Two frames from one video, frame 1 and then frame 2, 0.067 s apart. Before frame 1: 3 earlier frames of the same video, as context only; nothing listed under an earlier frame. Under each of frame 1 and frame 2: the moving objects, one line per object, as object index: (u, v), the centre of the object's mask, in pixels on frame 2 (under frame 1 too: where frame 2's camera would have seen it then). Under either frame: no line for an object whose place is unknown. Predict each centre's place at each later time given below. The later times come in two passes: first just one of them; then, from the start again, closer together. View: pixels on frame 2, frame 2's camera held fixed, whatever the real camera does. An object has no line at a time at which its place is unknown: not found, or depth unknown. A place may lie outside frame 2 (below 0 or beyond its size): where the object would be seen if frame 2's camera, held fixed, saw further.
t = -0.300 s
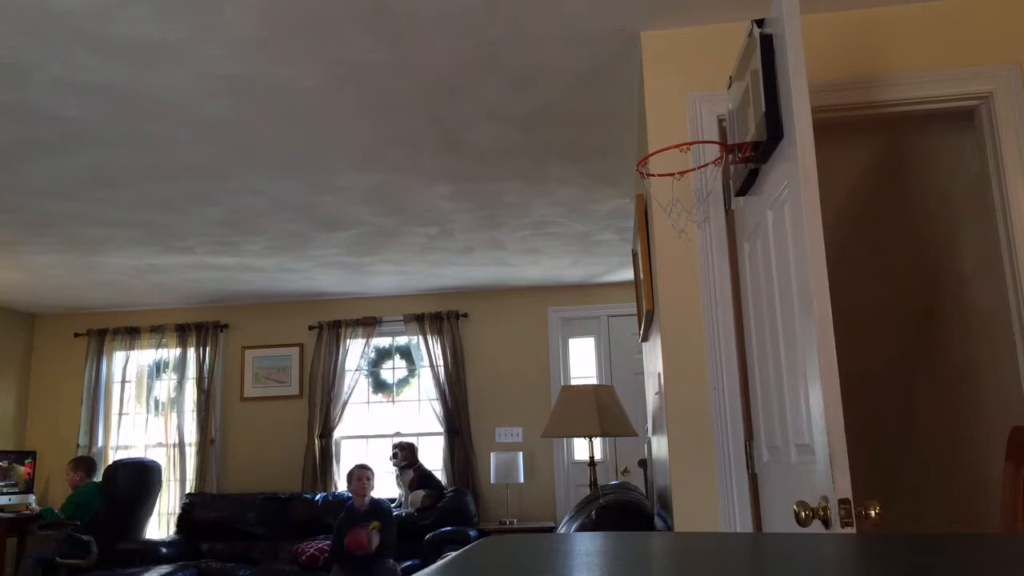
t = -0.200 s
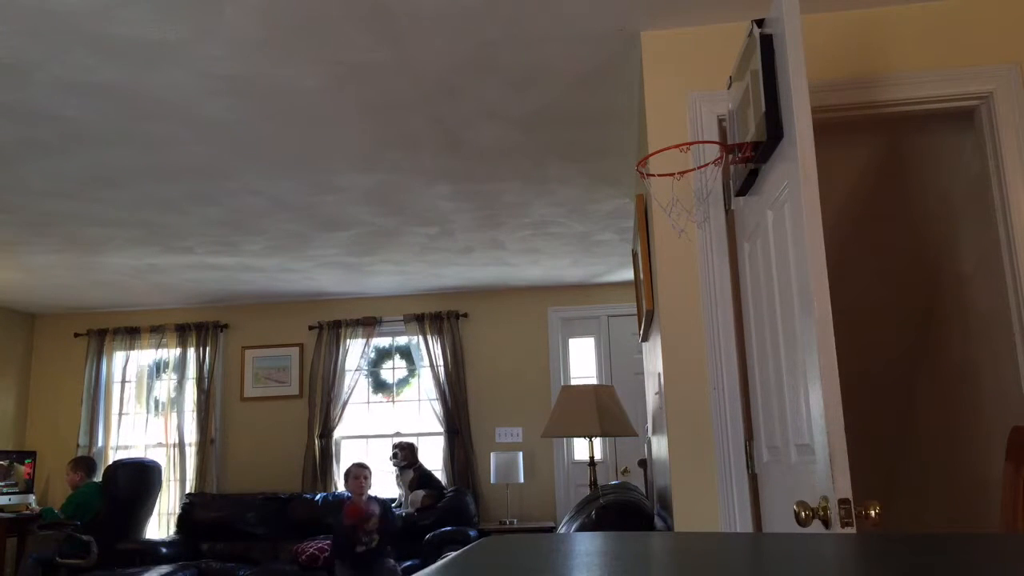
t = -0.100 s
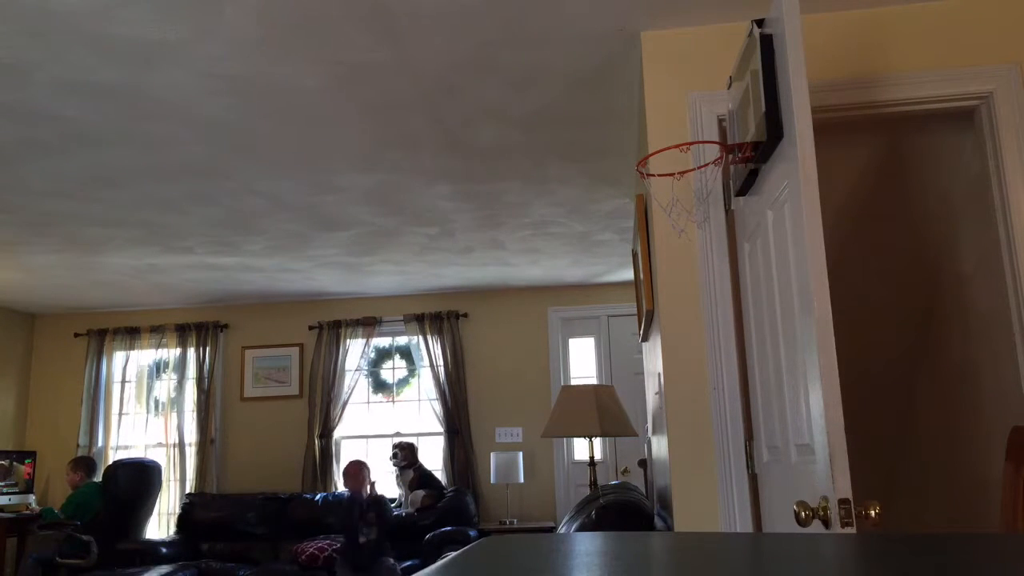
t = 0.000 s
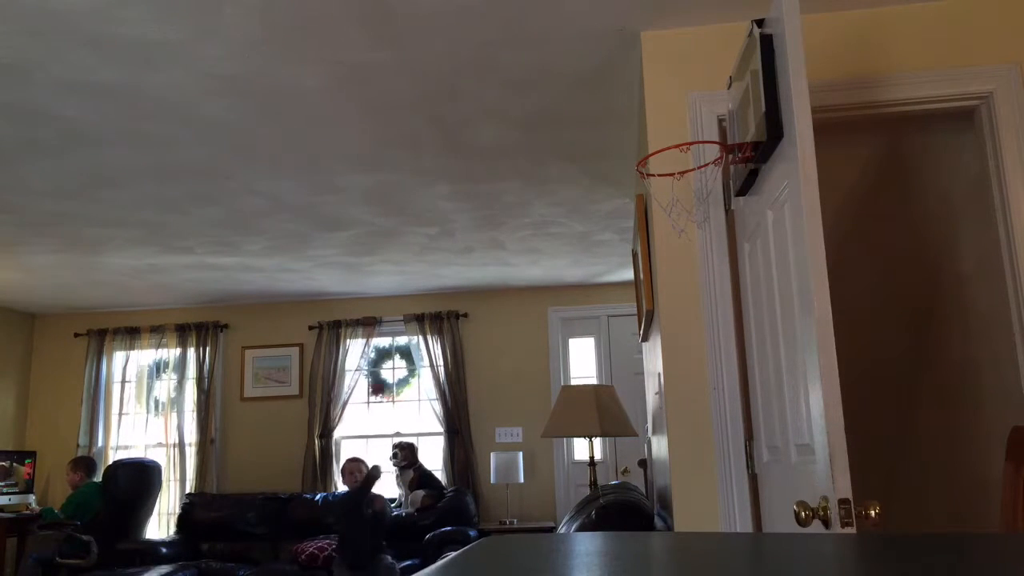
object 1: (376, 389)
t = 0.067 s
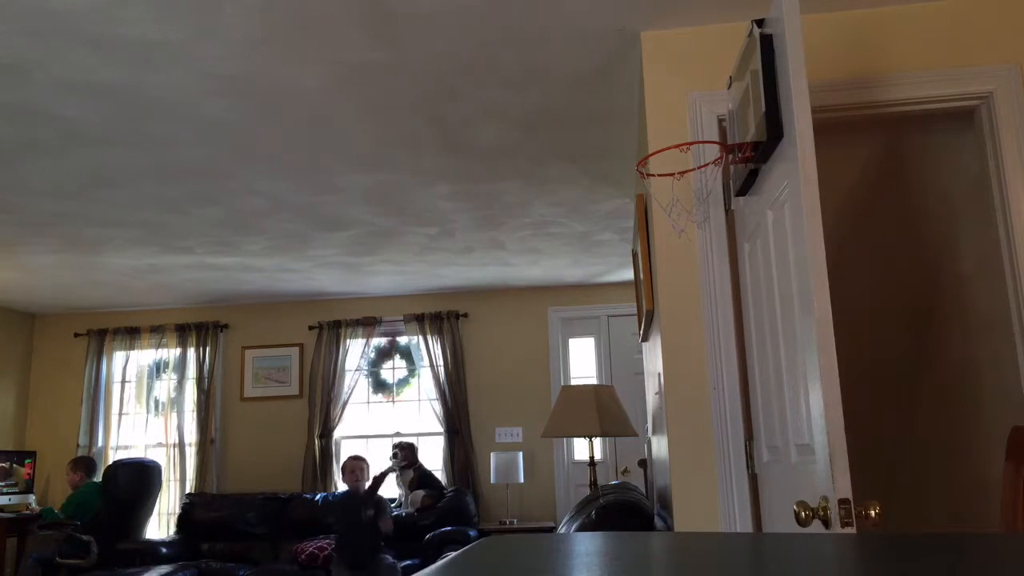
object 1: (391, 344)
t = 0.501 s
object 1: (538, 129)
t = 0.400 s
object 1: (491, 158)
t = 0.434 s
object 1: (504, 147)
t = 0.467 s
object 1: (520, 137)
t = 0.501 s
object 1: (538, 129)
